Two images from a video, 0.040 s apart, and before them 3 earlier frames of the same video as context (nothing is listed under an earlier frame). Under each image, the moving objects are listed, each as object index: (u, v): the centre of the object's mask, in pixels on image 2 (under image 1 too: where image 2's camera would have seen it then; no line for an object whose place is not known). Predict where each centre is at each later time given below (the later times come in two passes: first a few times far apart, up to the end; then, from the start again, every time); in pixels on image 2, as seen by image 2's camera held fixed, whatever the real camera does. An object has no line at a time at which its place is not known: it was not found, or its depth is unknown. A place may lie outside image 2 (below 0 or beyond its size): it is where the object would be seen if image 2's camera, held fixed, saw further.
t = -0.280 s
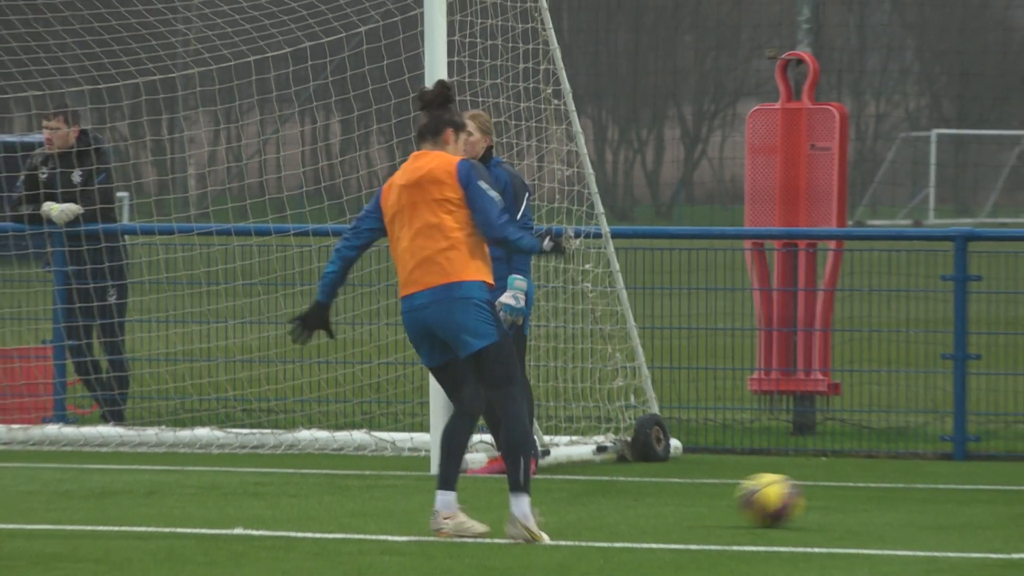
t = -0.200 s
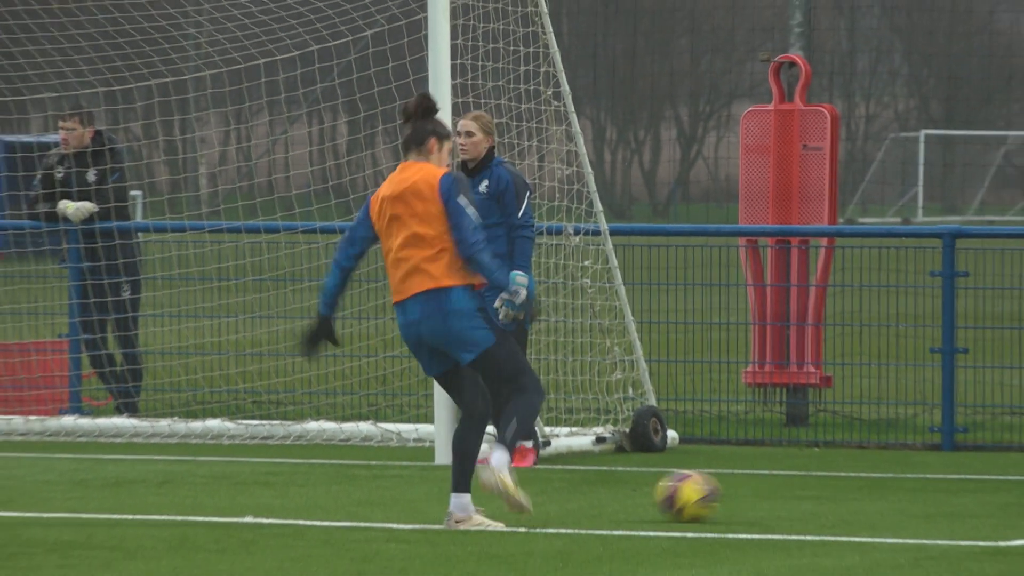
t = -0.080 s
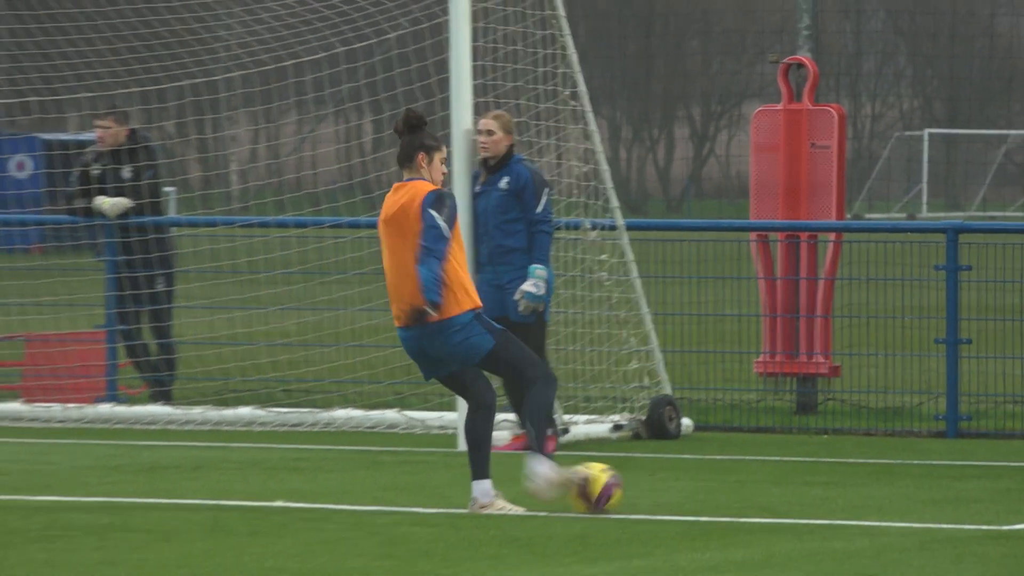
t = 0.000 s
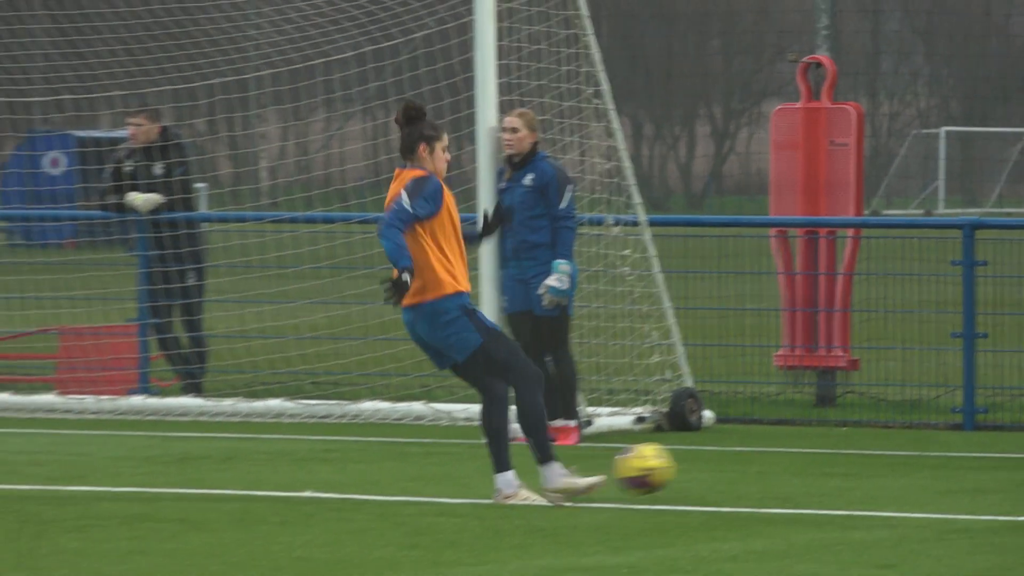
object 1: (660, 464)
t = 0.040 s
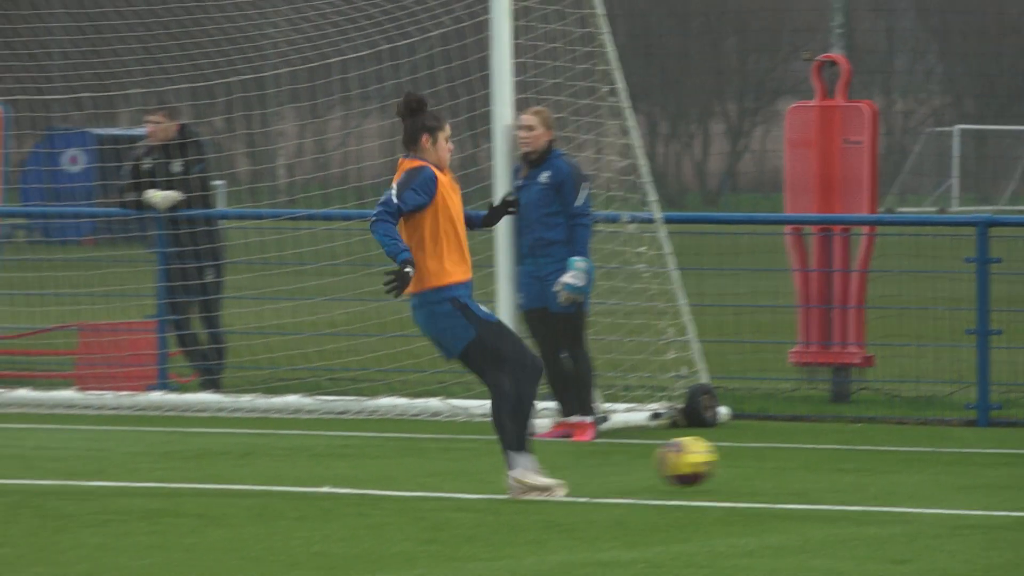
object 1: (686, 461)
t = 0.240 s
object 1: (805, 450)
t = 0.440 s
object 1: (888, 439)
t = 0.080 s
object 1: (713, 462)
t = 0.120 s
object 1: (739, 463)
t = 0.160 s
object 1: (761, 457)
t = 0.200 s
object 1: (782, 452)
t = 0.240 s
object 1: (805, 450)
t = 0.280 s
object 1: (825, 453)
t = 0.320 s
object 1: (844, 451)
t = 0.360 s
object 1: (863, 443)
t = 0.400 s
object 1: (879, 439)
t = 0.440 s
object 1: (888, 439)
